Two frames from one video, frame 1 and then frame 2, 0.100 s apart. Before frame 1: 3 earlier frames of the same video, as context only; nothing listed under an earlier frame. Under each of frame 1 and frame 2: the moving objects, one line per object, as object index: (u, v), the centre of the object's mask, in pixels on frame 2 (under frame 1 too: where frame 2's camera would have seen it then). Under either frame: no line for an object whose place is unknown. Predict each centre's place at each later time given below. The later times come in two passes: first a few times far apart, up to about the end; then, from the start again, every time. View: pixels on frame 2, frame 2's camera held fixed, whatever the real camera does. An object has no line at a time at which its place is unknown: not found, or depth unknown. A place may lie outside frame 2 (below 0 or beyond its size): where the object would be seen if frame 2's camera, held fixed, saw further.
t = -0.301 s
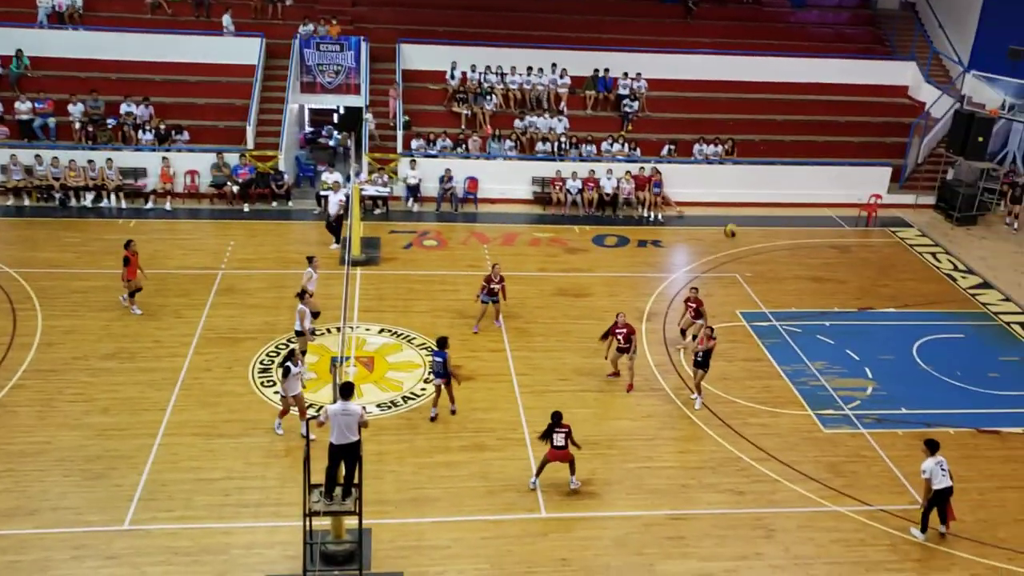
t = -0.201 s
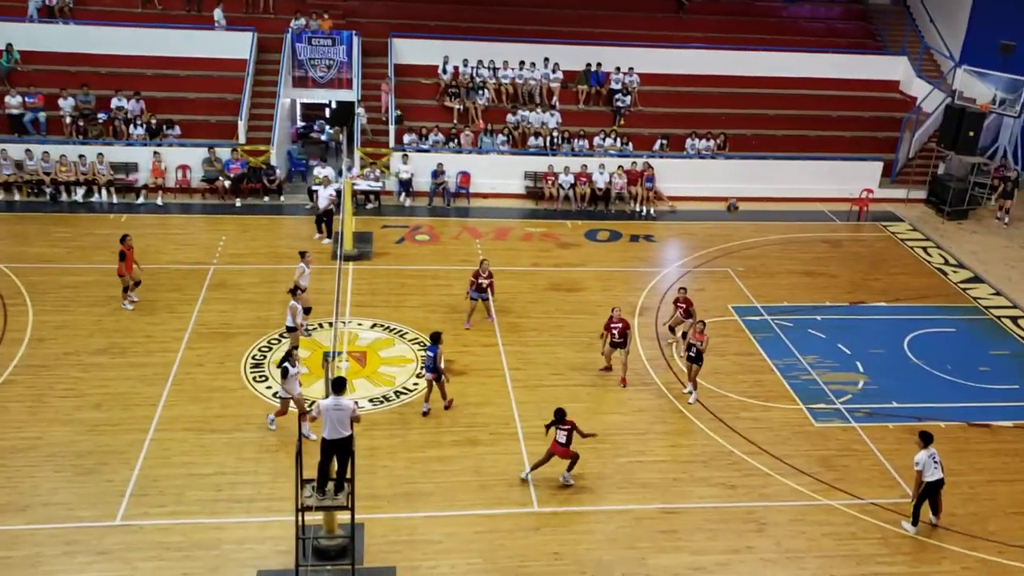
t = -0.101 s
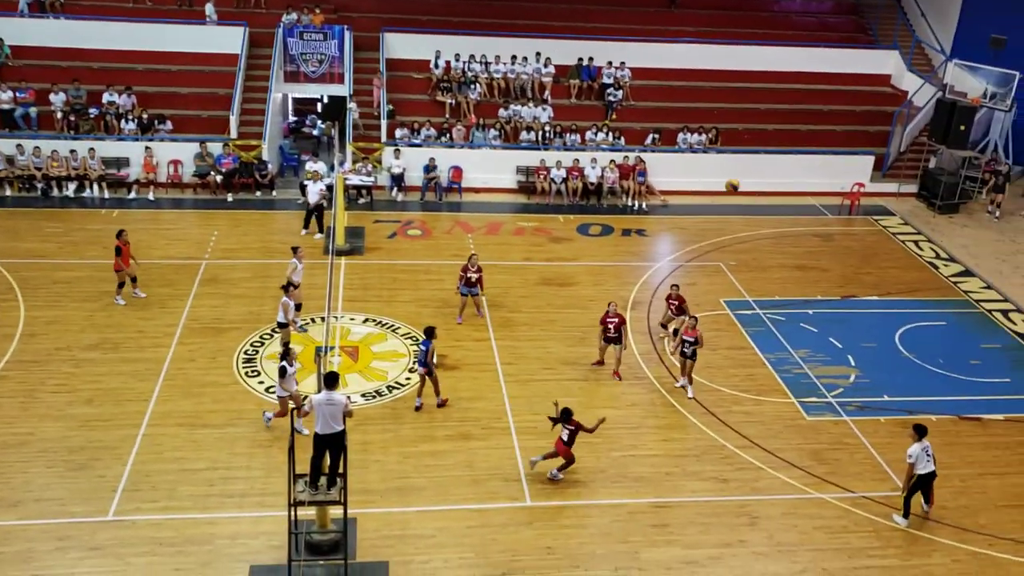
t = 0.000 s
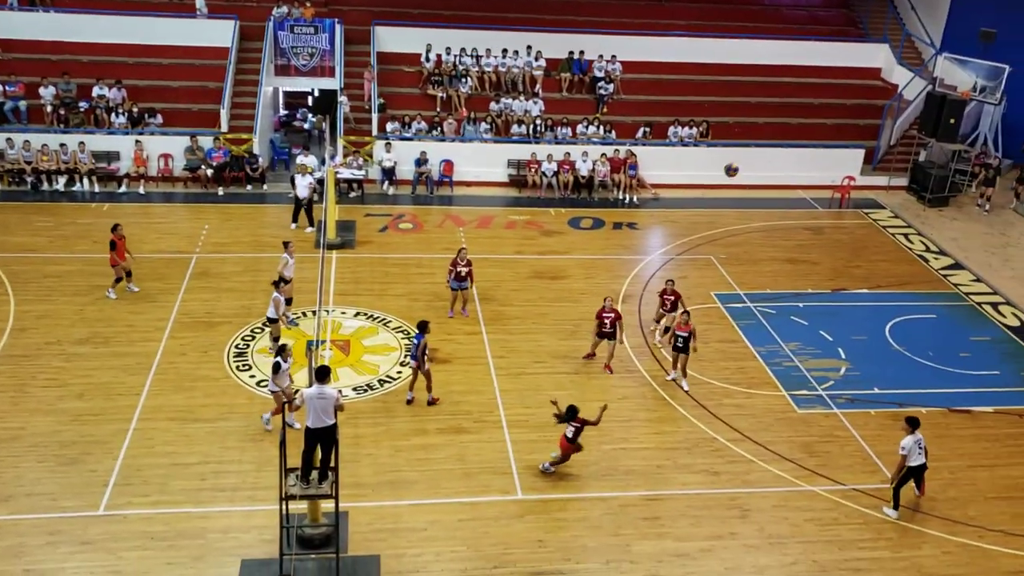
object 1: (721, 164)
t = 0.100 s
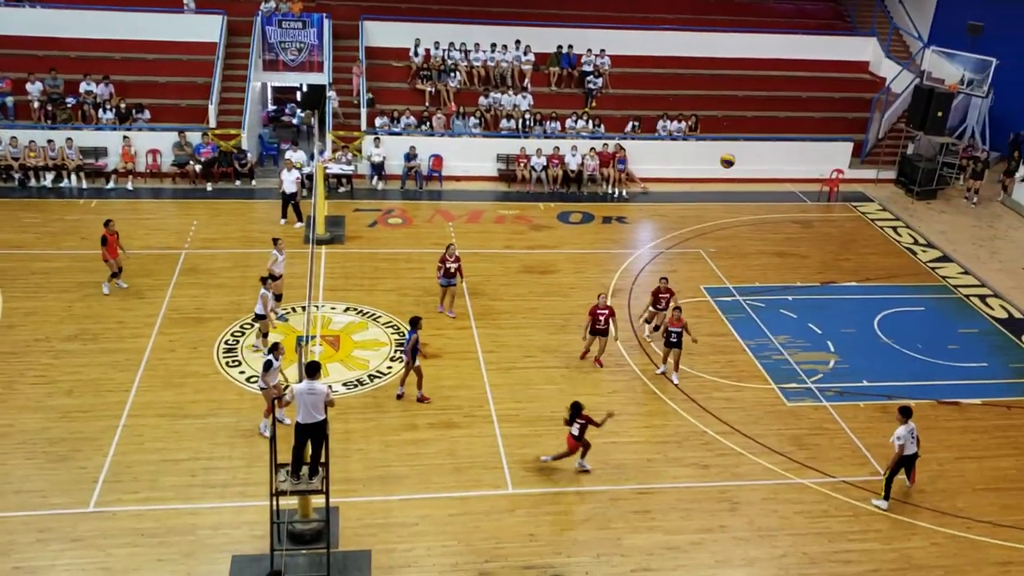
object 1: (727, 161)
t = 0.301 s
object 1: (738, 175)
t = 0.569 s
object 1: (747, 238)
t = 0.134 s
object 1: (729, 161)
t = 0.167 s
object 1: (731, 162)
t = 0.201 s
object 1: (733, 164)
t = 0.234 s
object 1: (735, 167)
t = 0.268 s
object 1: (736, 171)
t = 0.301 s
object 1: (738, 175)
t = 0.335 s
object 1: (740, 180)
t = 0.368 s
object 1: (741, 185)
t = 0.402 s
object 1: (742, 193)
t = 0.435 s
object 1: (744, 199)
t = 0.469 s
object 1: (745, 208)
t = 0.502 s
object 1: (747, 217)
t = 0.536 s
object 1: (747, 227)
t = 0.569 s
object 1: (747, 238)
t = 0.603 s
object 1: (749, 248)
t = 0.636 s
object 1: (748, 259)
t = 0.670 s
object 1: (750, 273)
